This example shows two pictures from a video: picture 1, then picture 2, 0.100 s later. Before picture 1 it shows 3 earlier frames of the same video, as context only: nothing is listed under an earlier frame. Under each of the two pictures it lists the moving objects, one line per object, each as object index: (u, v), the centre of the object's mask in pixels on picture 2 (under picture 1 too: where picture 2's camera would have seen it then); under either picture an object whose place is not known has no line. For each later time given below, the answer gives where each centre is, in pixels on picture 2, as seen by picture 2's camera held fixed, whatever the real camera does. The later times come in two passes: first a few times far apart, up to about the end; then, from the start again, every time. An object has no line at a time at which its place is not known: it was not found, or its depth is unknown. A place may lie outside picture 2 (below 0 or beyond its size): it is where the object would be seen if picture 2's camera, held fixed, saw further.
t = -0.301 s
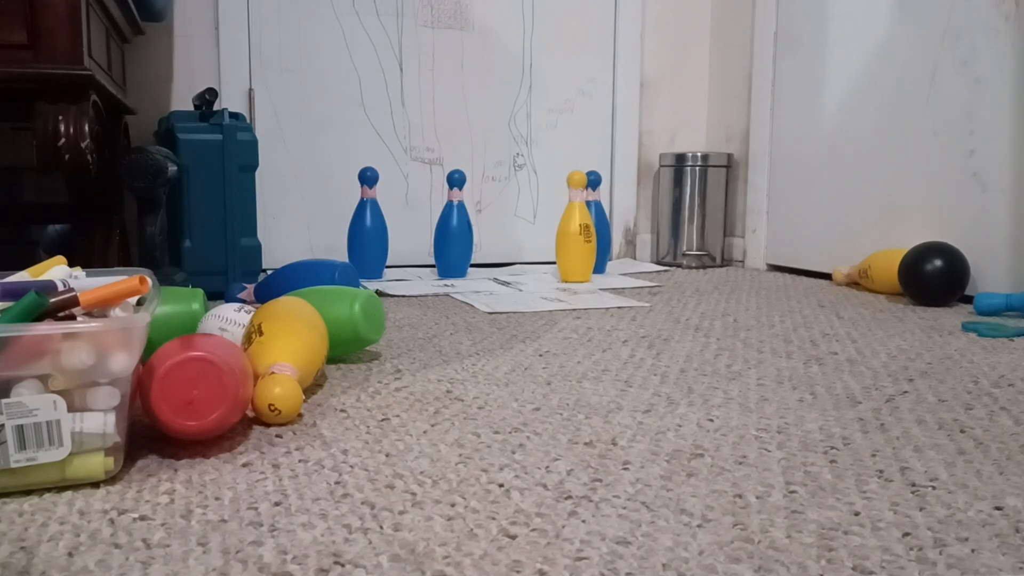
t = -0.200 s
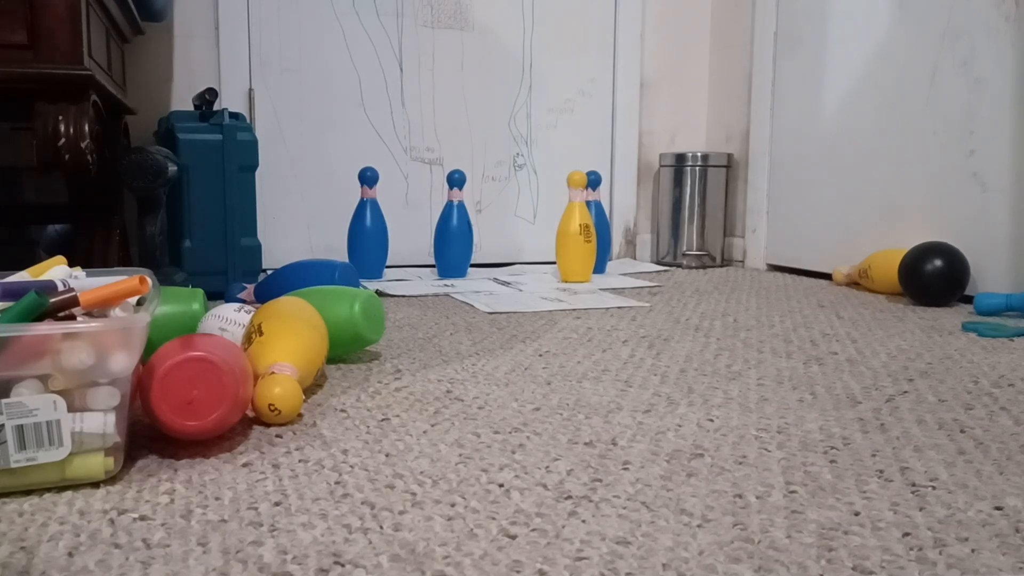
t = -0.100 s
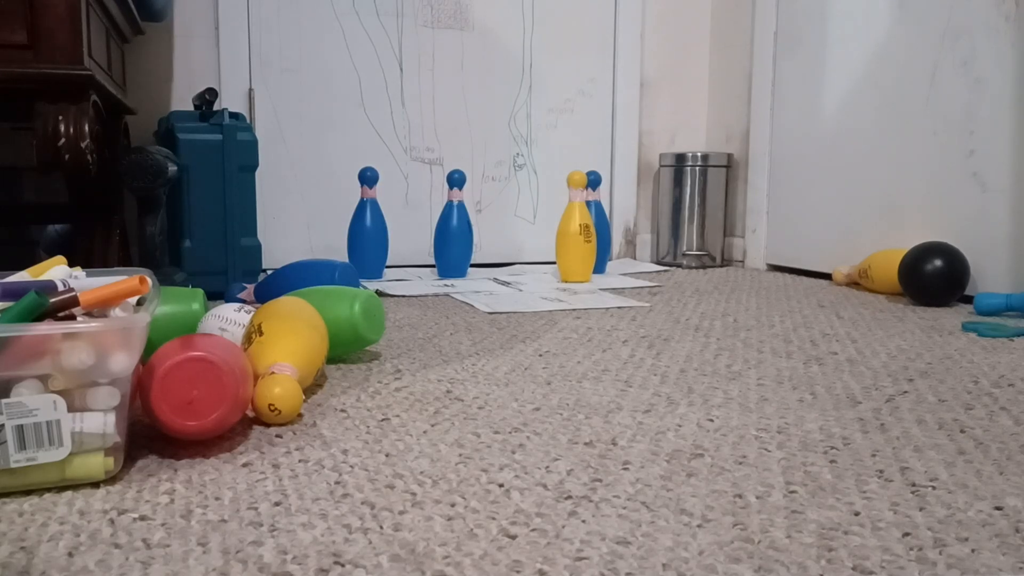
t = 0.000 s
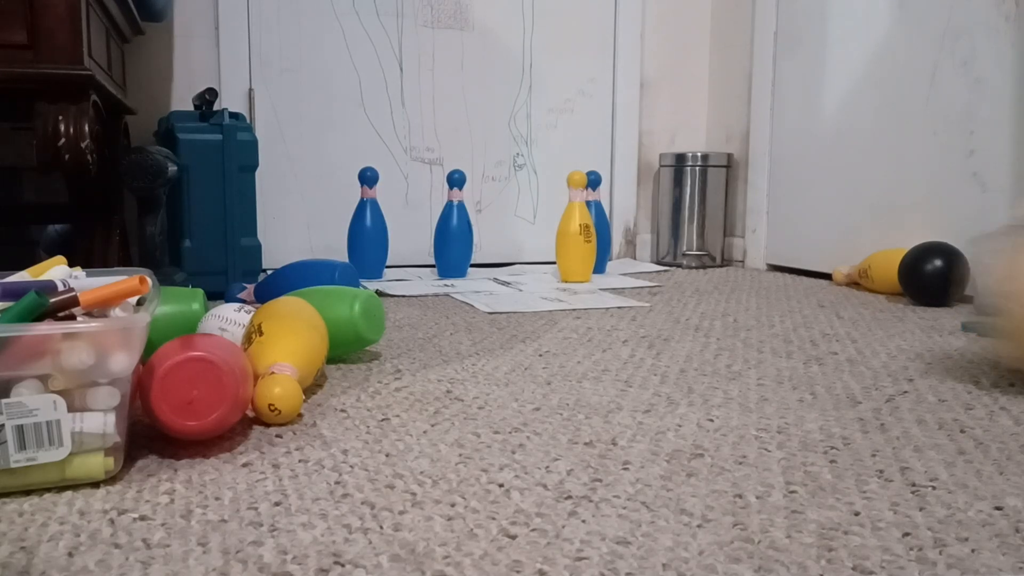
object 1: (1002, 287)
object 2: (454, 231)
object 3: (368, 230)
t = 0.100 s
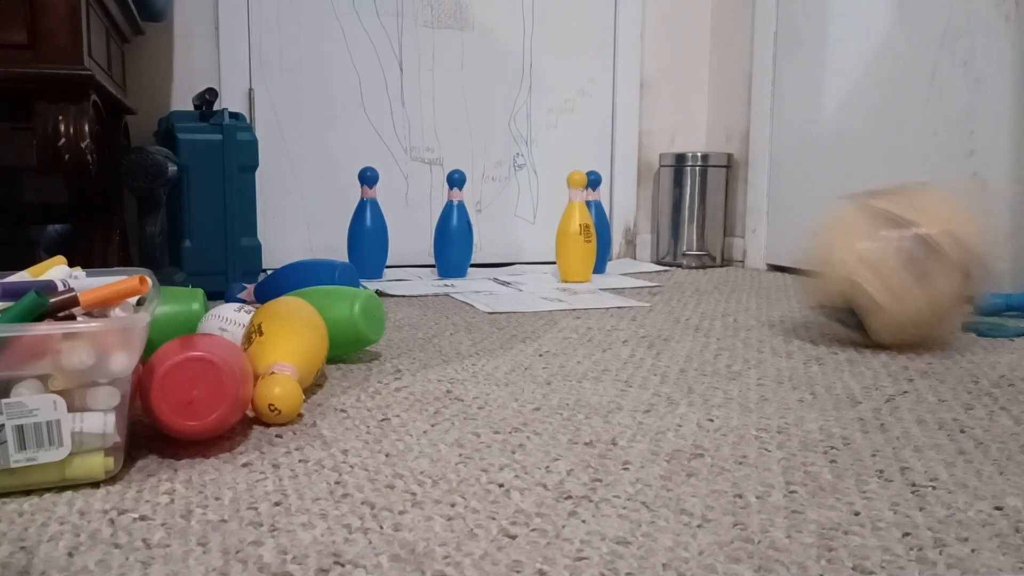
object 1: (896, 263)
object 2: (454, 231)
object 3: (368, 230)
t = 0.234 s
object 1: (731, 247)
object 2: (454, 231)
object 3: (368, 230)
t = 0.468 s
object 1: (594, 228)
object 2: (454, 231)
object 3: (368, 230)
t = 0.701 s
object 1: (615, 227)
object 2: (453, 231)
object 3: (366, 229)
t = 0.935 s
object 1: (632, 229)
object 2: (461, 232)
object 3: (365, 230)
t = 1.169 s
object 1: (640, 230)
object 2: (477, 233)
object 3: (365, 230)
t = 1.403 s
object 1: (642, 230)
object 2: (501, 262)
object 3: (365, 245)
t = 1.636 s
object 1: (641, 230)
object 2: (519, 262)
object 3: (364, 264)
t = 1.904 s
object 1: (639, 230)
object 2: (515, 268)
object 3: (352, 261)
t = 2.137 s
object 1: (637, 230)
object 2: (510, 269)
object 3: (341, 258)
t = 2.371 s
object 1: (635, 230)
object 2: (510, 269)
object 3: (323, 252)
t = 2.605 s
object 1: (633, 230)
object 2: (513, 268)
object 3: (308, 253)
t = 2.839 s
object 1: (633, 230)
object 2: (518, 267)
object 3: (295, 254)
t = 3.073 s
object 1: (633, 230)
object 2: (521, 267)
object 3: (284, 256)
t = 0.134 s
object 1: (845, 263)
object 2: (454, 231)
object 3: (368, 230)
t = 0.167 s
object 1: (802, 254)
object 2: (454, 231)
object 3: (368, 230)
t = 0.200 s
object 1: (770, 248)
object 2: (454, 231)
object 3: (368, 230)
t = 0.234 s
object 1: (731, 247)
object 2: (454, 231)
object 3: (368, 230)
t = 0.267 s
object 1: (704, 242)
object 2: (454, 231)
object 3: (368, 230)
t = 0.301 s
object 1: (677, 239)
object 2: (454, 231)
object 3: (368, 230)
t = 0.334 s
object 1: (651, 232)
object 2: (454, 231)
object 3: (368, 230)
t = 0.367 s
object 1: (629, 230)
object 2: (454, 231)
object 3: (368, 230)
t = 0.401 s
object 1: (619, 231)
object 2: (454, 231)
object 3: (368, 230)
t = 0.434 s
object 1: (604, 229)
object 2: (454, 231)
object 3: (368, 230)
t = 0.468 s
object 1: (594, 228)
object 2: (454, 231)
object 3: (368, 230)
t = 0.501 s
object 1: (589, 226)
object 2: (454, 231)
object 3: (368, 230)
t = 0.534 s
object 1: (591, 225)
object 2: (454, 231)
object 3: (368, 230)
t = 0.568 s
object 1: (597, 222)
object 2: (454, 231)
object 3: (368, 230)
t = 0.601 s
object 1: (603, 224)
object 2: (454, 231)
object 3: (368, 230)
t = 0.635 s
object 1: (609, 229)
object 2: (454, 231)
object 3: (368, 230)
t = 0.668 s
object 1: (613, 227)
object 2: (454, 231)
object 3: (367, 229)
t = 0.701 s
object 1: (615, 227)
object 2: (453, 231)
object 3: (366, 229)
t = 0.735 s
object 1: (618, 229)
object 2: (453, 231)
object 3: (365, 230)
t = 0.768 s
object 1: (621, 228)
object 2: (453, 232)
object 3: (365, 230)
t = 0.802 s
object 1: (623, 229)
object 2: (453, 232)
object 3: (365, 230)
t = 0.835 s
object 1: (625, 229)
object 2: (456, 232)
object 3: (365, 230)
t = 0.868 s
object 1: (628, 229)
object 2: (458, 232)
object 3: (365, 230)
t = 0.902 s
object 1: (630, 229)
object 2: (460, 232)
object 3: (365, 230)
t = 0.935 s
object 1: (632, 229)
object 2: (461, 232)
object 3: (365, 230)
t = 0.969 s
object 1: (633, 229)
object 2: (464, 232)
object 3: (365, 230)
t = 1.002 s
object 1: (635, 229)
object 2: (466, 233)
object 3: (365, 230)
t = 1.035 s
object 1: (636, 229)
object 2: (468, 232)
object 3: (365, 230)
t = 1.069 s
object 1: (637, 229)
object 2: (470, 232)
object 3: (365, 230)
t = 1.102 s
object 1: (638, 229)
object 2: (472, 232)
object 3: (365, 230)
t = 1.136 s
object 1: (639, 229)
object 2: (474, 233)
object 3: (365, 230)
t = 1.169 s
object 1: (640, 230)
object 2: (477, 233)
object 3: (365, 230)
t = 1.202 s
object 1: (640, 230)
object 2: (479, 234)
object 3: (365, 231)
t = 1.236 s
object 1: (641, 230)
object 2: (482, 235)
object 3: (365, 231)
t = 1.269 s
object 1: (641, 230)
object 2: (486, 237)
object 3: (365, 232)
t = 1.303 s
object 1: (642, 230)
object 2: (489, 241)
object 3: (365, 234)
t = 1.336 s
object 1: (642, 230)
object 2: (496, 246)
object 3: (365, 236)
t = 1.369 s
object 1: (642, 230)
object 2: (495, 256)
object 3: (365, 239)
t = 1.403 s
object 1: (642, 230)
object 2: (501, 262)
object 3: (365, 245)
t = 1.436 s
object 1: (642, 230)
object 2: (510, 258)
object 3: (366, 255)
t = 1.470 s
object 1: (642, 230)
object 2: (511, 252)
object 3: (367, 263)
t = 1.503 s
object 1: (642, 230)
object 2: (513, 252)
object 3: (365, 257)
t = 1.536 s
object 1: (642, 230)
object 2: (516, 257)
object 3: (363, 251)
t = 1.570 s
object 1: (642, 230)
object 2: (517, 265)
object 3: (363, 251)
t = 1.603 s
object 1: (642, 230)
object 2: (518, 263)
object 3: (363, 254)
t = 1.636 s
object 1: (641, 230)
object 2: (519, 262)
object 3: (364, 264)
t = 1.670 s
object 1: (641, 230)
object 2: (520, 266)
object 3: (362, 260)
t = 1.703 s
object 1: (641, 230)
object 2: (520, 266)
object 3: (360, 257)
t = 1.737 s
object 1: (641, 230)
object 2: (520, 266)
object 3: (359, 258)
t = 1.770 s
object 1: (640, 230)
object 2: (518, 267)
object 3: (359, 262)
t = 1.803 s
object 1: (640, 230)
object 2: (517, 267)
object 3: (357, 263)
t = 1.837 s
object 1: (640, 230)
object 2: (516, 268)
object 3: (356, 262)
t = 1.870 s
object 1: (640, 230)
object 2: (515, 268)
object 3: (354, 262)
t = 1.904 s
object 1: (639, 230)
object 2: (515, 268)
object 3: (352, 261)
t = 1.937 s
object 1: (639, 230)
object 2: (513, 268)
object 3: (351, 261)
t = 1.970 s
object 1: (639, 230)
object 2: (513, 268)
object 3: (348, 260)
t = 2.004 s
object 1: (638, 230)
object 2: (512, 268)
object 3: (347, 260)
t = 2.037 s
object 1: (638, 230)
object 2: (511, 269)
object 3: (345, 260)
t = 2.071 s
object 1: (638, 230)
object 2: (511, 269)
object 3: (343, 259)
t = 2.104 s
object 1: (637, 230)
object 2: (510, 269)
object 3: (342, 259)
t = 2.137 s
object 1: (637, 230)
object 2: (510, 269)
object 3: (341, 258)
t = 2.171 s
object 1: (637, 230)
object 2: (510, 269)
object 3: (339, 258)
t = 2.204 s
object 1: (637, 230)
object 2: (510, 269)
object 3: (334, 254)
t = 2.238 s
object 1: (636, 230)
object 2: (509, 269)
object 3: (332, 253)
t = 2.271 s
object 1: (636, 230)
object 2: (510, 269)
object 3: (331, 253)
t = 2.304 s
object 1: (636, 230)
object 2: (510, 269)
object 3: (329, 253)
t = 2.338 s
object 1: (635, 230)
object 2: (510, 269)
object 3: (326, 253)
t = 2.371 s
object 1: (635, 230)
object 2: (510, 269)
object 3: (323, 252)
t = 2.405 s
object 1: (635, 230)
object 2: (510, 269)
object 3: (321, 252)
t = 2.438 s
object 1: (635, 230)
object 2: (511, 269)
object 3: (320, 252)
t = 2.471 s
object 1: (634, 230)
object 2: (511, 269)
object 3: (318, 252)
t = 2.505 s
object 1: (634, 230)
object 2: (511, 269)
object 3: (316, 253)
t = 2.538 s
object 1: (634, 230)
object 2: (512, 268)
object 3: (314, 253)
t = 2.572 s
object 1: (634, 230)
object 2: (513, 268)
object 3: (311, 253)
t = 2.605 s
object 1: (633, 230)
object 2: (513, 268)
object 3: (308, 253)
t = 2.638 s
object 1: (633, 230)
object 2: (514, 268)
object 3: (306, 253)
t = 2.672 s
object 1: (633, 230)
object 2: (515, 268)
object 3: (304, 253)
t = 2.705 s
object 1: (633, 230)
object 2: (515, 268)
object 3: (301, 253)
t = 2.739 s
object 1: (633, 230)
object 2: (516, 268)
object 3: (299, 254)
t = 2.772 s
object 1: (633, 230)
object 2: (517, 268)
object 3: (298, 254)
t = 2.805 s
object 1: (633, 230)
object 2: (517, 267)
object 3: (296, 254)
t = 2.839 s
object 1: (633, 230)
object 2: (518, 267)
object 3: (295, 254)
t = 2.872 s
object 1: (633, 230)
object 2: (518, 267)
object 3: (293, 255)
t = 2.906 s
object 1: (633, 230)
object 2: (519, 267)
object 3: (292, 255)
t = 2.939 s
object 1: (633, 230)
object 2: (519, 267)
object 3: (290, 255)
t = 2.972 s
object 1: (633, 230)
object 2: (520, 267)
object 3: (288, 255)
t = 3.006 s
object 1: (633, 230)
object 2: (520, 267)
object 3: (287, 256)
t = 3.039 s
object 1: (633, 230)
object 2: (521, 267)
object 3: (285, 256)
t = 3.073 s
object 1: (633, 230)
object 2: (521, 267)
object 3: (284, 256)
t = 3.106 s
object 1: (633, 230)
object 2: (521, 267)
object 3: (283, 257)
